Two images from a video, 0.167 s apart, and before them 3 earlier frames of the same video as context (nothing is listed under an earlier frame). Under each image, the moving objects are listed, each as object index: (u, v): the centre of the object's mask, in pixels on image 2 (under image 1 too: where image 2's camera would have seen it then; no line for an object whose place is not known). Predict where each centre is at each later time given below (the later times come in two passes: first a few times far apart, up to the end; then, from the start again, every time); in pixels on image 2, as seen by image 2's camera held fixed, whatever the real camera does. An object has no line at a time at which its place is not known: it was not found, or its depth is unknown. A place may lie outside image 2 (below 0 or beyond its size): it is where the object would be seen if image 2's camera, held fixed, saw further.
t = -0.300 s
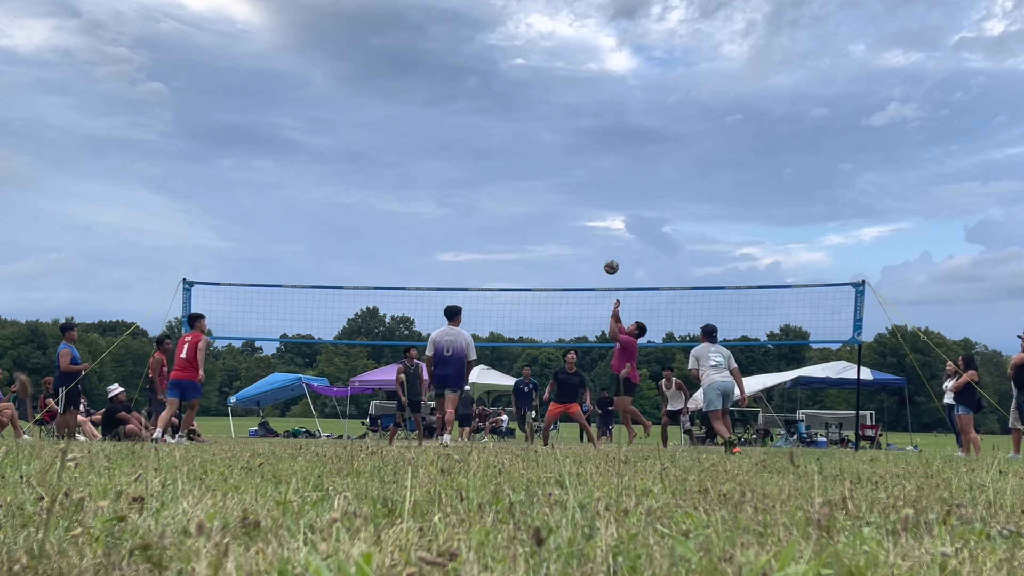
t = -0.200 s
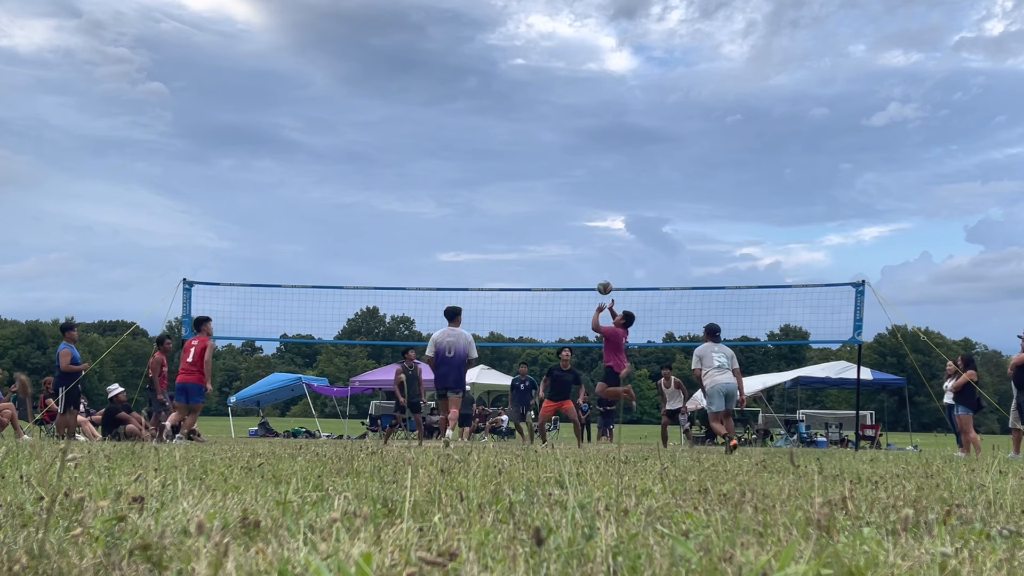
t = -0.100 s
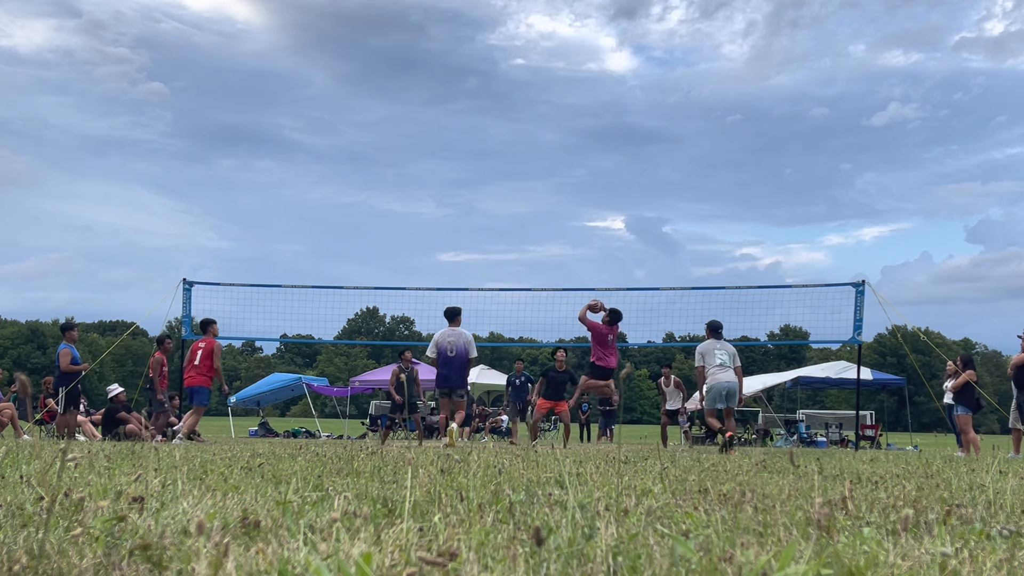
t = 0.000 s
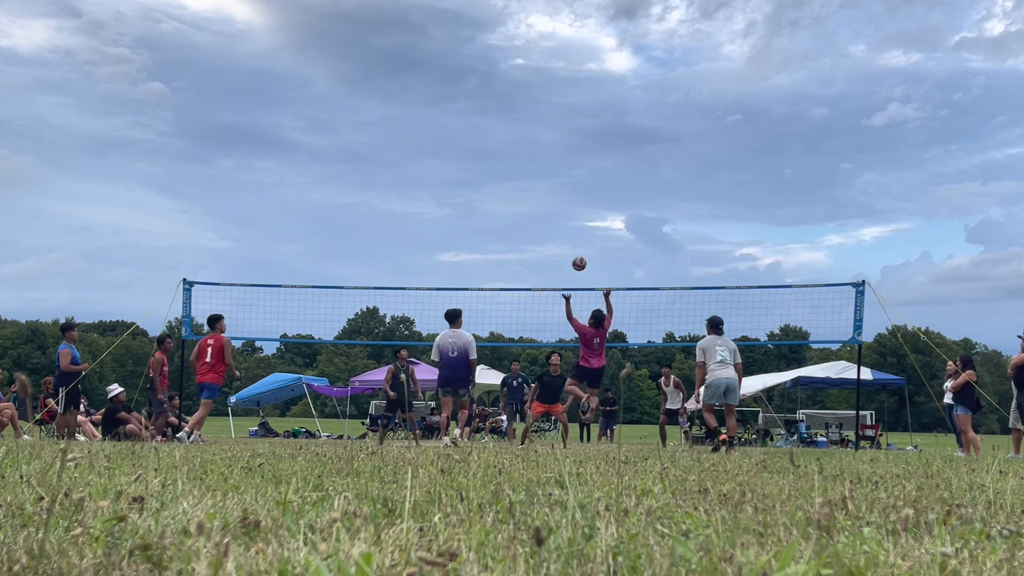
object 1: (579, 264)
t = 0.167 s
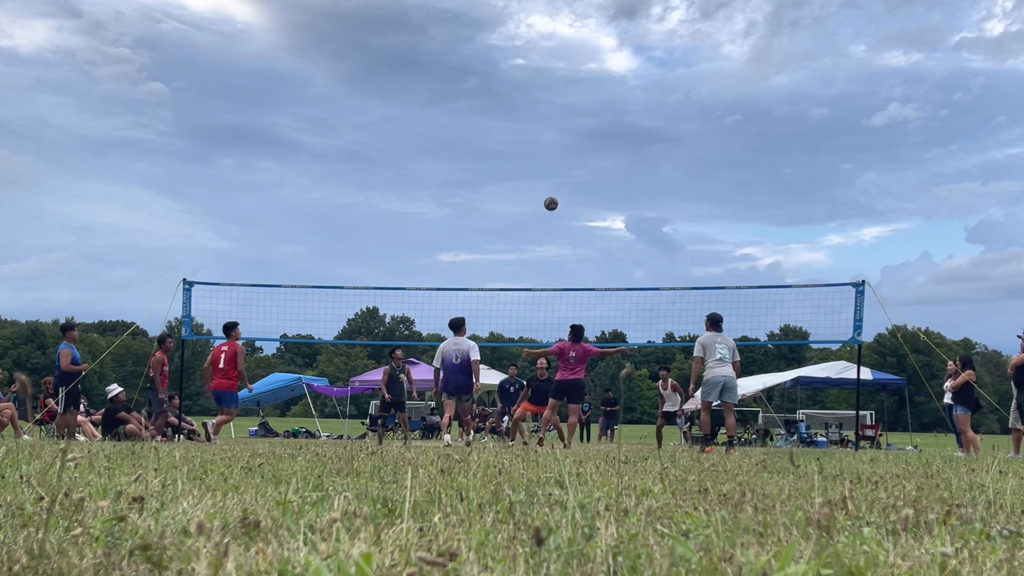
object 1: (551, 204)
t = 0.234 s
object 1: (540, 186)
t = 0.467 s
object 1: (501, 147)
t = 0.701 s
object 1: (463, 145)
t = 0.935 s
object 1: (426, 176)
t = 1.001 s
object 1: (416, 191)
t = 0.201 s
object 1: (545, 194)
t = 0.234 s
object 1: (540, 186)
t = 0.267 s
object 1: (534, 178)
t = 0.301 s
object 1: (529, 171)
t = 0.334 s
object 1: (523, 165)
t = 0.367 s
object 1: (518, 159)
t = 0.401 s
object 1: (512, 155)
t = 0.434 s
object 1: (506, 151)
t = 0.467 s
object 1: (501, 147)
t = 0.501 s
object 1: (496, 145)
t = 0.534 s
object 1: (490, 143)
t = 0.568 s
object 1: (485, 142)
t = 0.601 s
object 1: (479, 142)
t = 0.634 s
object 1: (474, 142)
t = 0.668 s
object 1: (469, 143)
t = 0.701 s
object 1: (463, 145)
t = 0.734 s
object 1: (458, 148)
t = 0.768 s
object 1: (453, 151)
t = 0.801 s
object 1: (447, 155)
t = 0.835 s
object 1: (442, 159)
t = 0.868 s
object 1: (437, 164)
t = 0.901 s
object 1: (432, 170)
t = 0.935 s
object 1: (426, 176)
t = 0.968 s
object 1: (421, 183)
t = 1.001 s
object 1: (416, 191)
